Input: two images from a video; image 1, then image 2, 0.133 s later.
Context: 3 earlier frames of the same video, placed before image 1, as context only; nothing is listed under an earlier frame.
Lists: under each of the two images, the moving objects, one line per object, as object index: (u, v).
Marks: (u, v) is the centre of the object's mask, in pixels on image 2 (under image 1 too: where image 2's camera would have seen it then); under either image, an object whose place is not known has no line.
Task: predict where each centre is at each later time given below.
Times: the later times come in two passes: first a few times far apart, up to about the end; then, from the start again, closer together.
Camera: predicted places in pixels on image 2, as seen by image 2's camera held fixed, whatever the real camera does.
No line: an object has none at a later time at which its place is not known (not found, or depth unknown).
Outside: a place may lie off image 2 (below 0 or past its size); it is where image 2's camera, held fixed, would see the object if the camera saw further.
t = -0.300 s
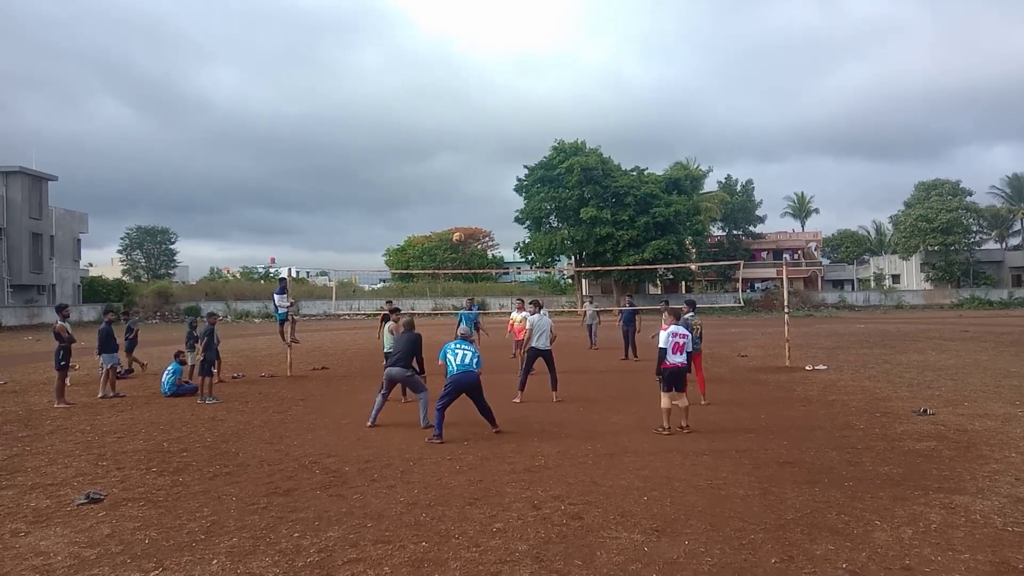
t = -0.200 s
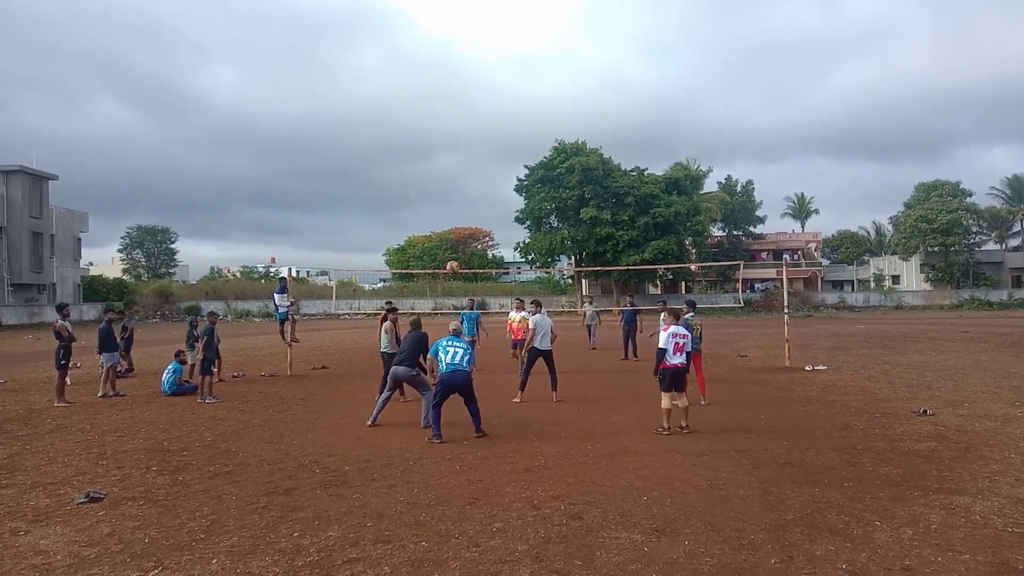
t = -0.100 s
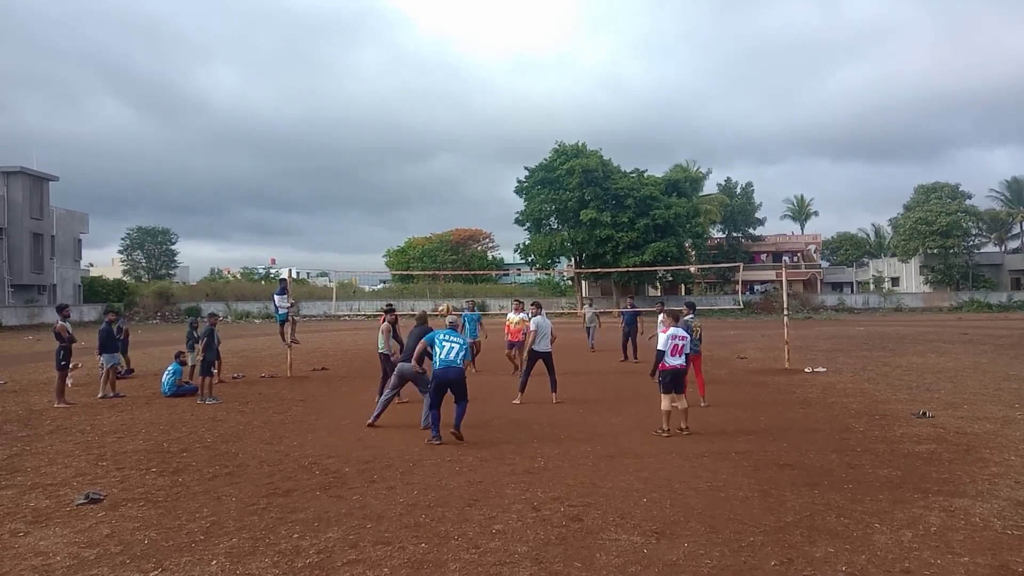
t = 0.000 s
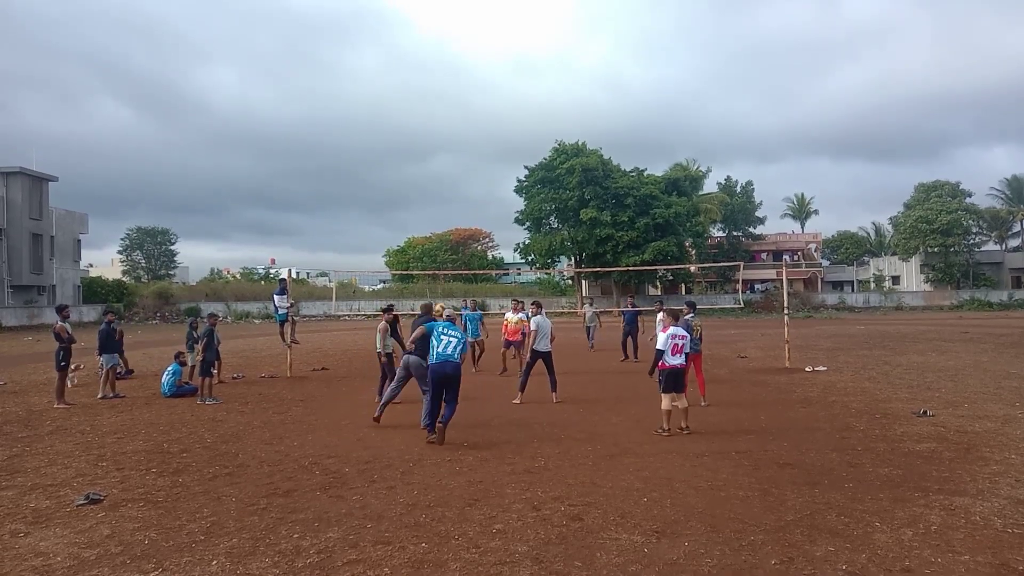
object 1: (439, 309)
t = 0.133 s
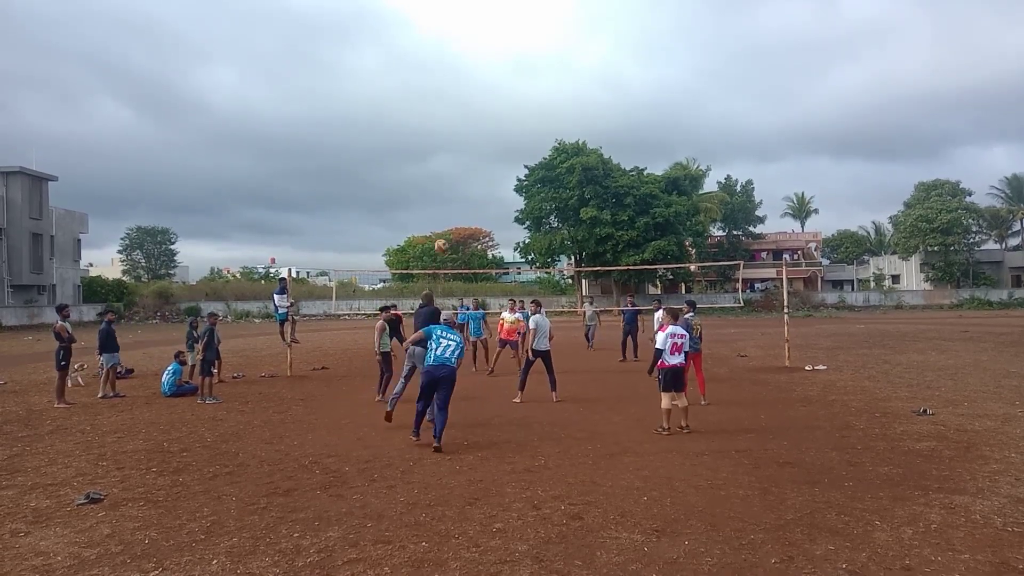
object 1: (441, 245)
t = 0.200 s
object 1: (441, 220)
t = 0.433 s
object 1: (438, 165)
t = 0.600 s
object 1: (437, 149)
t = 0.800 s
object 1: (435, 150)
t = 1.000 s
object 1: (433, 169)
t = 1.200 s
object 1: (432, 203)
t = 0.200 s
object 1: (441, 220)
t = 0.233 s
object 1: (440, 209)
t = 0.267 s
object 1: (440, 200)
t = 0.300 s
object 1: (439, 192)
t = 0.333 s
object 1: (439, 183)
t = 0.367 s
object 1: (439, 175)
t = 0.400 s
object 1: (438, 170)
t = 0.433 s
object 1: (438, 165)
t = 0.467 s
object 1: (438, 160)
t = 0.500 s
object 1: (438, 156)
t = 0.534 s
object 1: (437, 153)
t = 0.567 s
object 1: (437, 151)
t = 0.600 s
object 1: (437, 149)
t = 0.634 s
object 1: (437, 148)
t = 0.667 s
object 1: (436, 147)
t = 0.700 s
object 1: (436, 147)
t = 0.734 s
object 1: (436, 148)
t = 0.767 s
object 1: (435, 148)
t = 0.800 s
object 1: (435, 150)
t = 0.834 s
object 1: (434, 152)
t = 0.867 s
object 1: (434, 155)
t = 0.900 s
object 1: (434, 158)
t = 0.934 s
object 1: (434, 161)
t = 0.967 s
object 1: (433, 165)
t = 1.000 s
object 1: (433, 169)
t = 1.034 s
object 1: (433, 174)
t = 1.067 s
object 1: (433, 179)
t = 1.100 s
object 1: (433, 185)
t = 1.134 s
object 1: (433, 190)
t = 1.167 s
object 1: (432, 196)
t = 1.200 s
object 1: (432, 203)
